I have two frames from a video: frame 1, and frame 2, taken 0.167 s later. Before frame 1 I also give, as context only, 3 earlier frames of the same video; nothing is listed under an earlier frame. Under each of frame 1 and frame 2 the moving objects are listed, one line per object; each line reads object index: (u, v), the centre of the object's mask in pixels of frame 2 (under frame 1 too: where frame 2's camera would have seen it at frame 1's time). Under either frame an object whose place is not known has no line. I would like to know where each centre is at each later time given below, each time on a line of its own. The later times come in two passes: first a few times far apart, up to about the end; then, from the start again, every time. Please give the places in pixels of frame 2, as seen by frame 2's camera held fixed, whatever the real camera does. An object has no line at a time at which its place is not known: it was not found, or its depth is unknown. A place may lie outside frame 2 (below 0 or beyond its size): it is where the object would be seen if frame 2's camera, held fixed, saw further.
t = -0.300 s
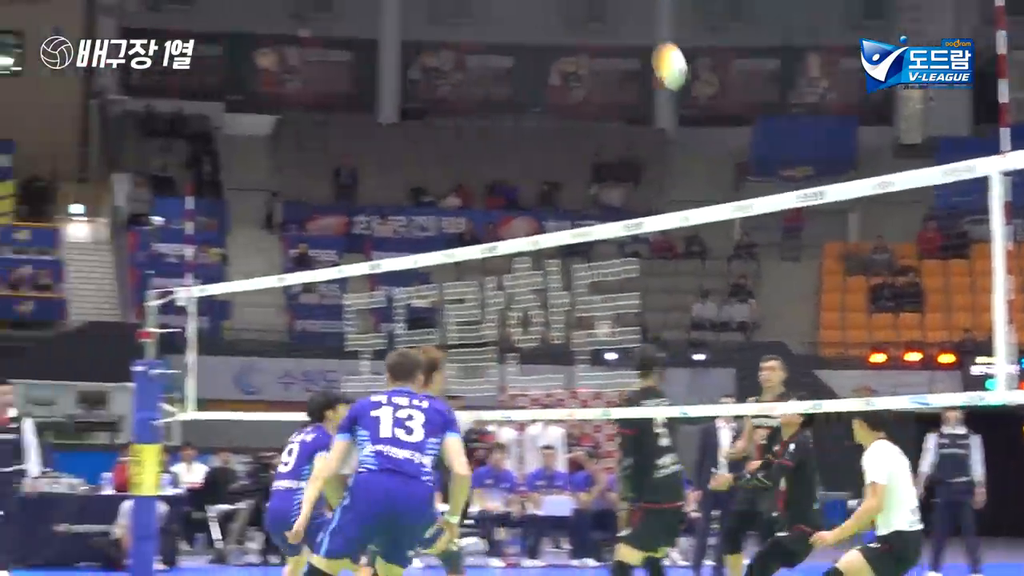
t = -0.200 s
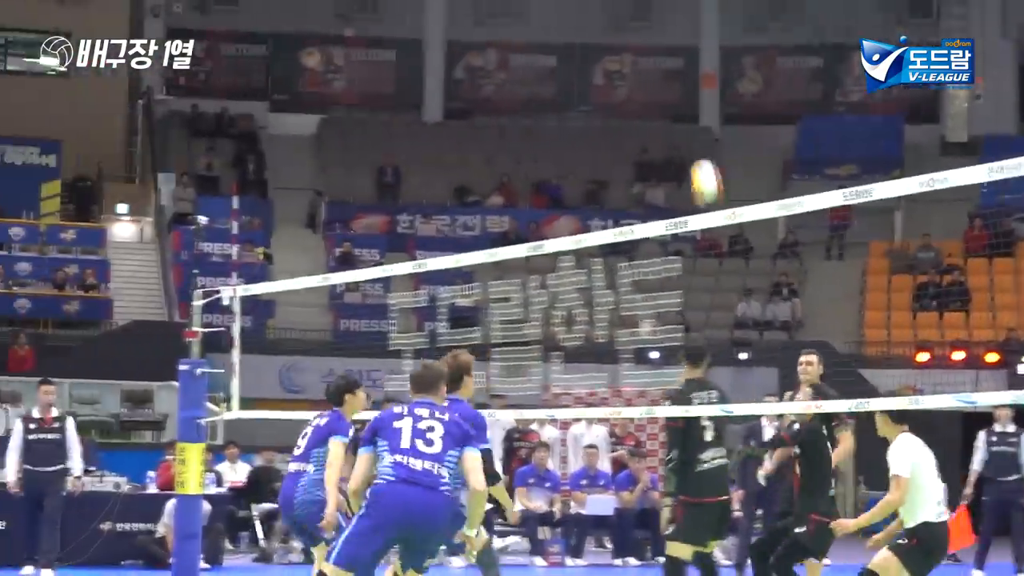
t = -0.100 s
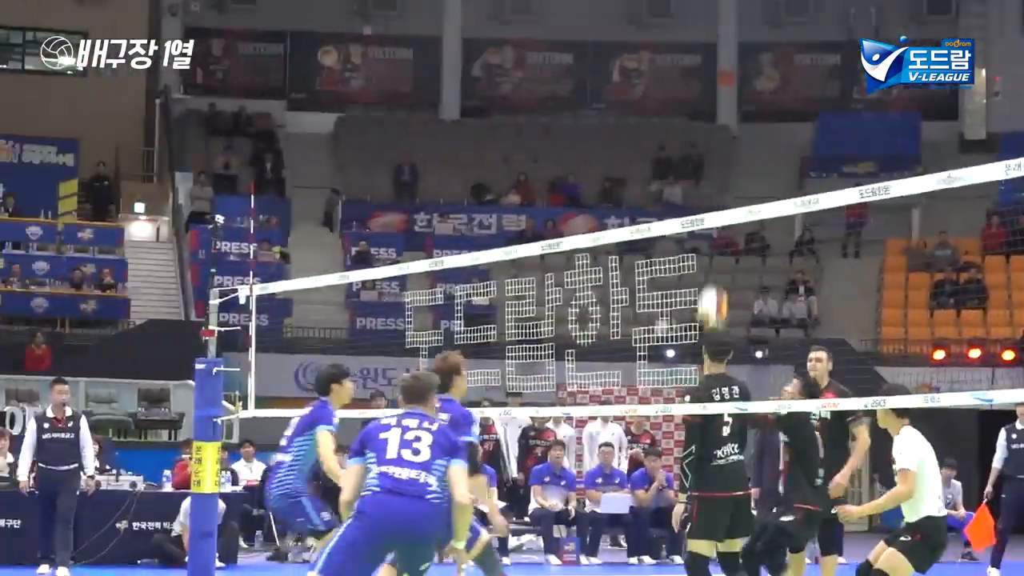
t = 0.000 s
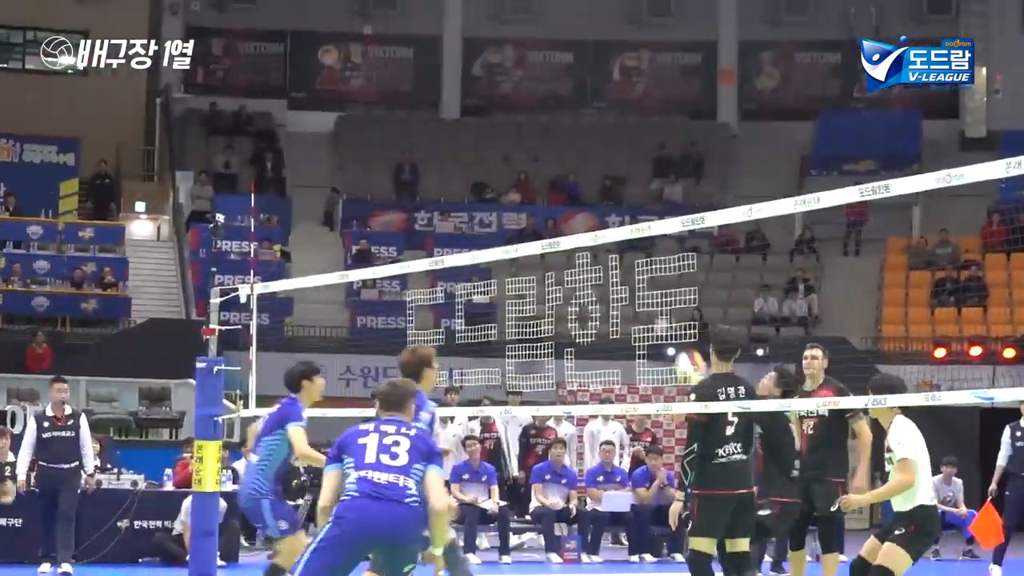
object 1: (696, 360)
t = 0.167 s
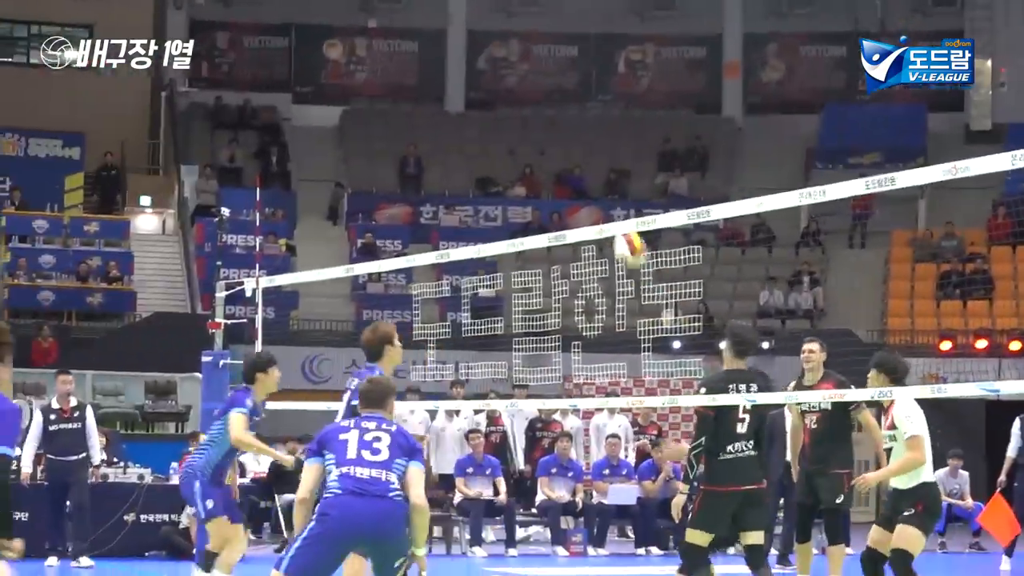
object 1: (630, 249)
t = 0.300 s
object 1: (576, 184)
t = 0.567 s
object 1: (463, 133)
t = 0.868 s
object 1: (328, 208)
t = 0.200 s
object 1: (621, 240)
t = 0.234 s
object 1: (601, 210)
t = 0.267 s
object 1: (590, 198)
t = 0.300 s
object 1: (576, 184)
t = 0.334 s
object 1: (562, 172)
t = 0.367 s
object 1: (548, 161)
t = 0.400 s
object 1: (534, 152)
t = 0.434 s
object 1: (520, 145)
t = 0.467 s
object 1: (506, 140)
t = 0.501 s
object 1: (492, 136)
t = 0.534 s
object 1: (478, 134)
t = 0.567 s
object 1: (463, 133)
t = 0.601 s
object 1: (449, 134)
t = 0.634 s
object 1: (434, 137)
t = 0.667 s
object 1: (420, 142)
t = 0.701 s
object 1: (404, 148)
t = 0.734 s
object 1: (390, 156)
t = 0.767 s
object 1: (375, 166)
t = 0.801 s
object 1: (358, 178)
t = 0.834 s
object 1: (343, 192)
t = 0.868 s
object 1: (328, 208)
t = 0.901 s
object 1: (311, 225)
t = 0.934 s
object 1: (295, 246)
